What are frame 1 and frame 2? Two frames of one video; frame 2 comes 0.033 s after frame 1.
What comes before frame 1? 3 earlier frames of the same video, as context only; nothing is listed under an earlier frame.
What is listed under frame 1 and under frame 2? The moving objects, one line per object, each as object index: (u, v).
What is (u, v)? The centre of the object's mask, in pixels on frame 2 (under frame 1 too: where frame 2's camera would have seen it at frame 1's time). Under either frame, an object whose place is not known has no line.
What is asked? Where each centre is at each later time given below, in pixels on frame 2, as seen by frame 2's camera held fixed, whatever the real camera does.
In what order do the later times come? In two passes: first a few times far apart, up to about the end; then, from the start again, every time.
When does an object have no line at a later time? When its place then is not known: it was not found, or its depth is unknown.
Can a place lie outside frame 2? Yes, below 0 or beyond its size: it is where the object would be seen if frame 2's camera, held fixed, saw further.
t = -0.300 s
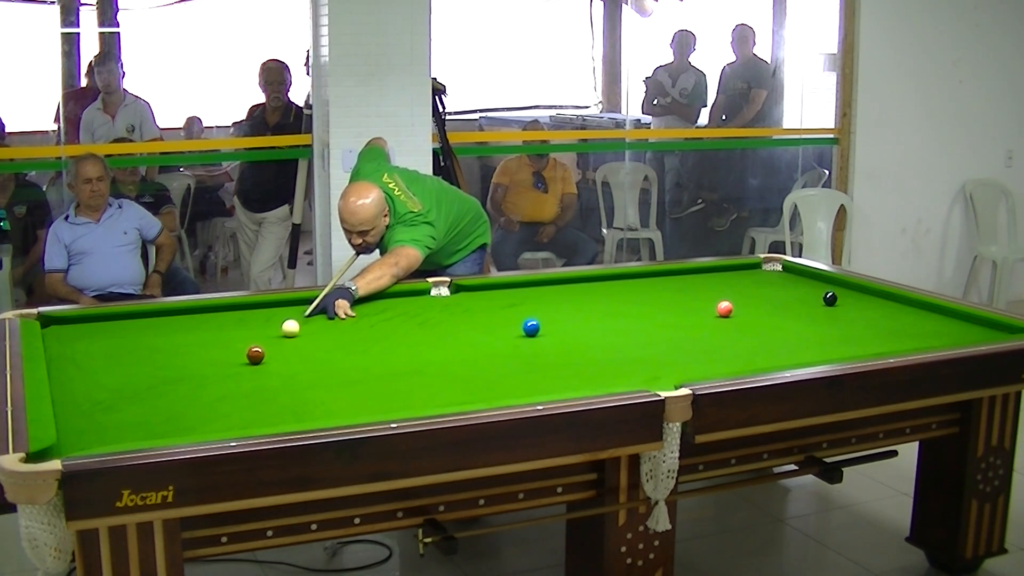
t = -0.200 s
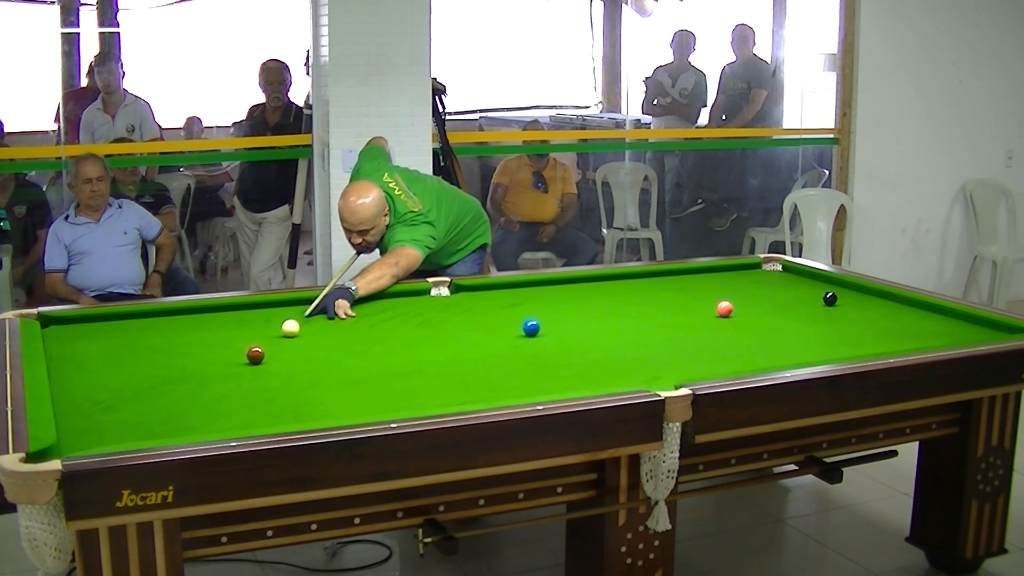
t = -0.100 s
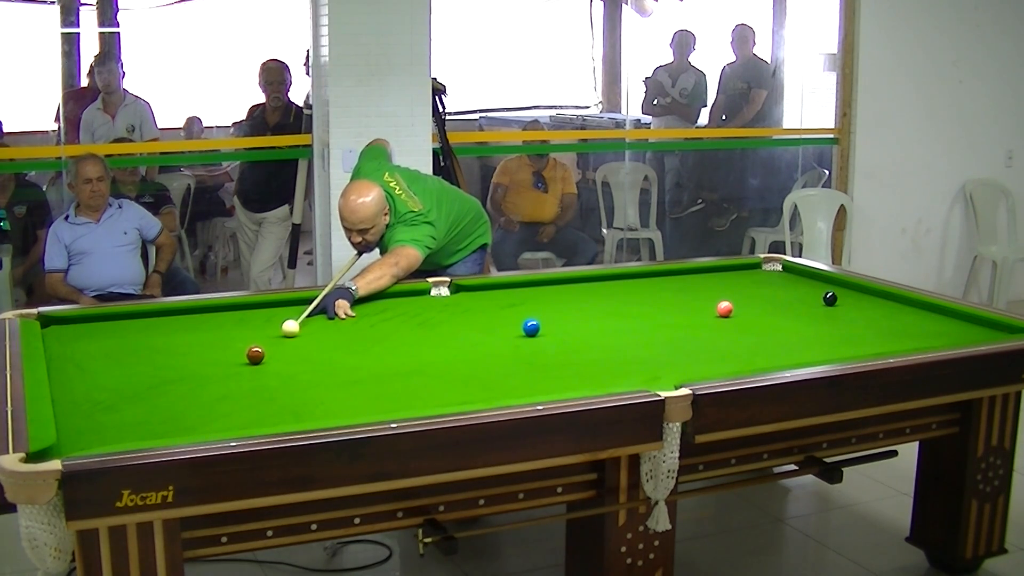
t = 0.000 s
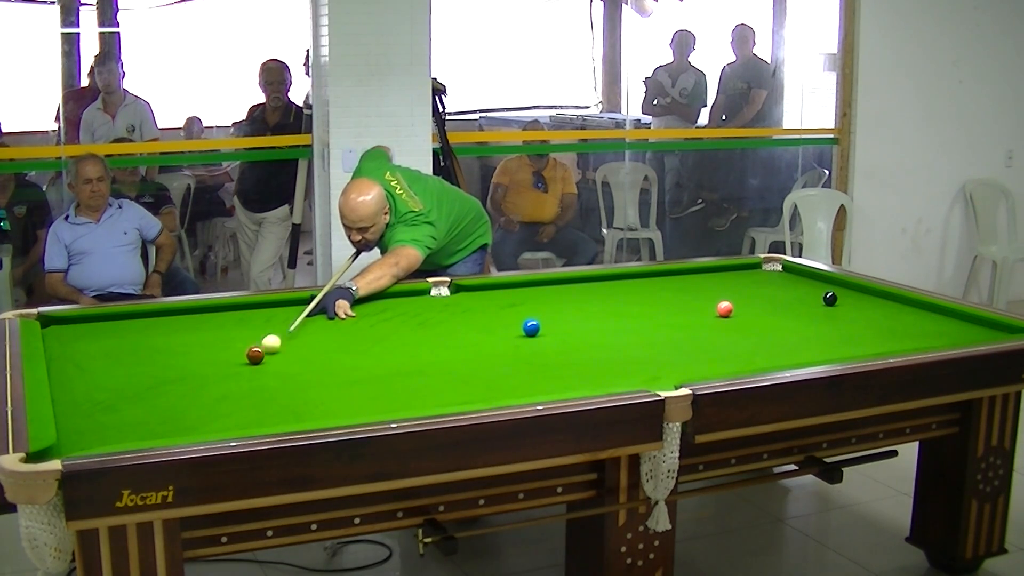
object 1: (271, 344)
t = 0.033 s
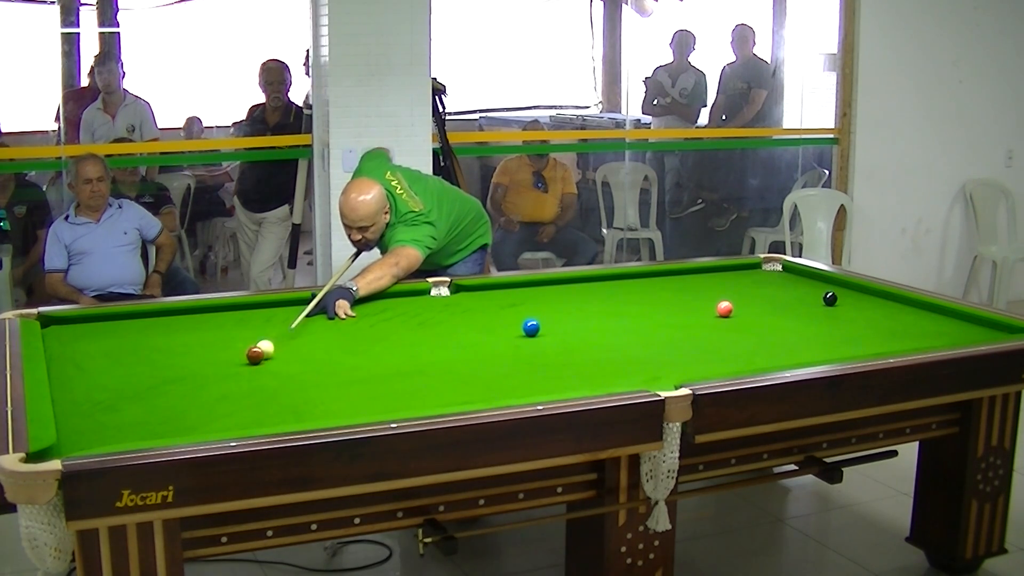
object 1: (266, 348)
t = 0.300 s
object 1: (281, 353)
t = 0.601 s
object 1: (300, 356)
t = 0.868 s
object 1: (314, 358)
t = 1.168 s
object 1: (327, 360)
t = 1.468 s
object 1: (338, 361)
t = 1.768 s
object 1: (346, 363)
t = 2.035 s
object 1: (351, 363)
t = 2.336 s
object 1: (354, 363)
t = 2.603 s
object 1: (354, 363)
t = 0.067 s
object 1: (266, 351)
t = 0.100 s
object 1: (268, 351)
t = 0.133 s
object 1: (270, 351)
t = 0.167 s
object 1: (273, 352)
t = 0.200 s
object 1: (275, 352)
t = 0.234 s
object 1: (277, 352)
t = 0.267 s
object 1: (279, 353)
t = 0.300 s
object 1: (281, 353)
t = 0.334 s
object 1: (284, 353)
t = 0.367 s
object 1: (286, 354)
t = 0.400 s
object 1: (288, 354)
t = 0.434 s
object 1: (290, 354)
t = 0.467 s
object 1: (292, 354)
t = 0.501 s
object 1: (294, 355)
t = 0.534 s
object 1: (296, 355)
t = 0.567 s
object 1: (298, 355)
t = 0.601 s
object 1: (300, 356)
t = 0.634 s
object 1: (302, 356)
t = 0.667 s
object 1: (303, 356)
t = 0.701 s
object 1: (305, 356)
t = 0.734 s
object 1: (307, 357)
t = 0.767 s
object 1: (309, 357)
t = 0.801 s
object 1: (311, 357)
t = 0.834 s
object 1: (312, 357)
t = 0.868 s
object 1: (314, 358)
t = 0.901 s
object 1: (315, 358)
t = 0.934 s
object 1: (317, 358)
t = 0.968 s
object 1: (319, 358)
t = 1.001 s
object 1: (320, 359)
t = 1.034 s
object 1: (322, 359)
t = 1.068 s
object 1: (323, 359)
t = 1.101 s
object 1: (325, 359)
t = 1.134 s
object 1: (326, 360)
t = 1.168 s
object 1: (327, 360)
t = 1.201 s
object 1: (329, 360)
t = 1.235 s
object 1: (330, 360)
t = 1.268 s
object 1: (331, 360)
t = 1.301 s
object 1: (332, 360)
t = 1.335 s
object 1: (333, 361)
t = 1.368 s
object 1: (335, 361)
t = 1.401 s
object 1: (336, 361)
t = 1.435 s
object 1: (337, 361)
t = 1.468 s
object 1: (338, 361)
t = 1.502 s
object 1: (339, 361)
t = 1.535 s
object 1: (340, 362)
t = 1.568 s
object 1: (341, 362)
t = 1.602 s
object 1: (342, 362)
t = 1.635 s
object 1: (342, 362)
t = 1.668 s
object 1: (343, 362)
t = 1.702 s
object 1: (344, 362)
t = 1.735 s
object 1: (345, 362)
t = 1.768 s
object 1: (346, 363)
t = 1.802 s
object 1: (346, 363)
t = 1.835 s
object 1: (347, 363)
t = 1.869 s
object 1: (348, 363)
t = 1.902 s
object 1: (348, 363)
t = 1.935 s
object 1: (349, 363)
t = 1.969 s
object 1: (350, 363)
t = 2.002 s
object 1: (350, 363)
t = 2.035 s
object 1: (351, 363)
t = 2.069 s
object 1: (351, 363)
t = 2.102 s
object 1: (352, 363)
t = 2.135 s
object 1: (352, 363)
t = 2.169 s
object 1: (353, 363)
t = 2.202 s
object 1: (353, 363)
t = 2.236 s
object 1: (353, 363)
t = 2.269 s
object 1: (354, 363)
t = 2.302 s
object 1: (354, 363)
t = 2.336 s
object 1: (354, 363)
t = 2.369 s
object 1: (354, 363)
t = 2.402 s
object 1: (354, 363)
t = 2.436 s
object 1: (354, 363)
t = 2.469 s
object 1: (354, 363)
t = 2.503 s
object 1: (354, 363)
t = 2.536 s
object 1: (354, 363)
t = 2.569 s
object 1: (354, 363)
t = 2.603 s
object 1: (354, 363)
